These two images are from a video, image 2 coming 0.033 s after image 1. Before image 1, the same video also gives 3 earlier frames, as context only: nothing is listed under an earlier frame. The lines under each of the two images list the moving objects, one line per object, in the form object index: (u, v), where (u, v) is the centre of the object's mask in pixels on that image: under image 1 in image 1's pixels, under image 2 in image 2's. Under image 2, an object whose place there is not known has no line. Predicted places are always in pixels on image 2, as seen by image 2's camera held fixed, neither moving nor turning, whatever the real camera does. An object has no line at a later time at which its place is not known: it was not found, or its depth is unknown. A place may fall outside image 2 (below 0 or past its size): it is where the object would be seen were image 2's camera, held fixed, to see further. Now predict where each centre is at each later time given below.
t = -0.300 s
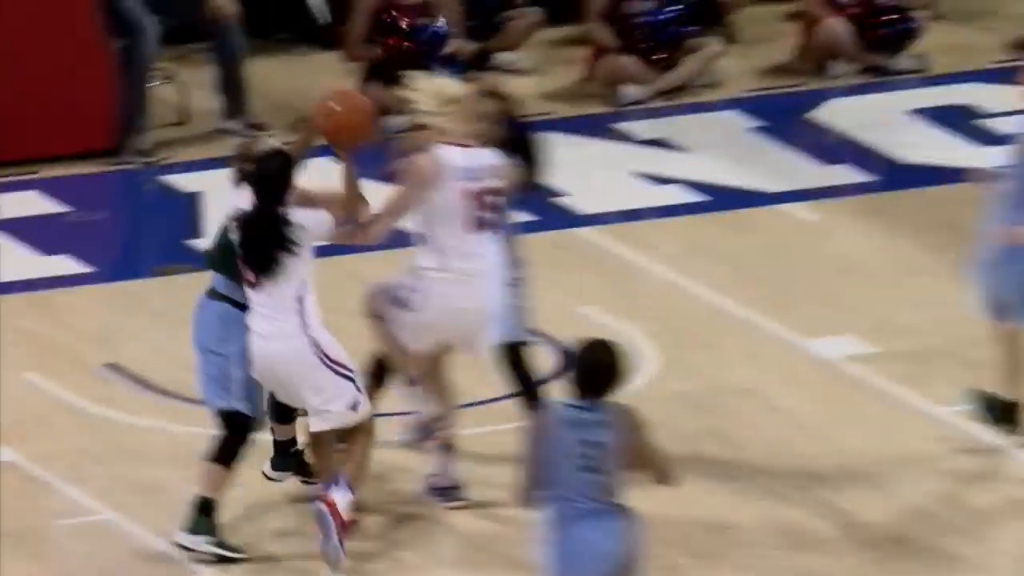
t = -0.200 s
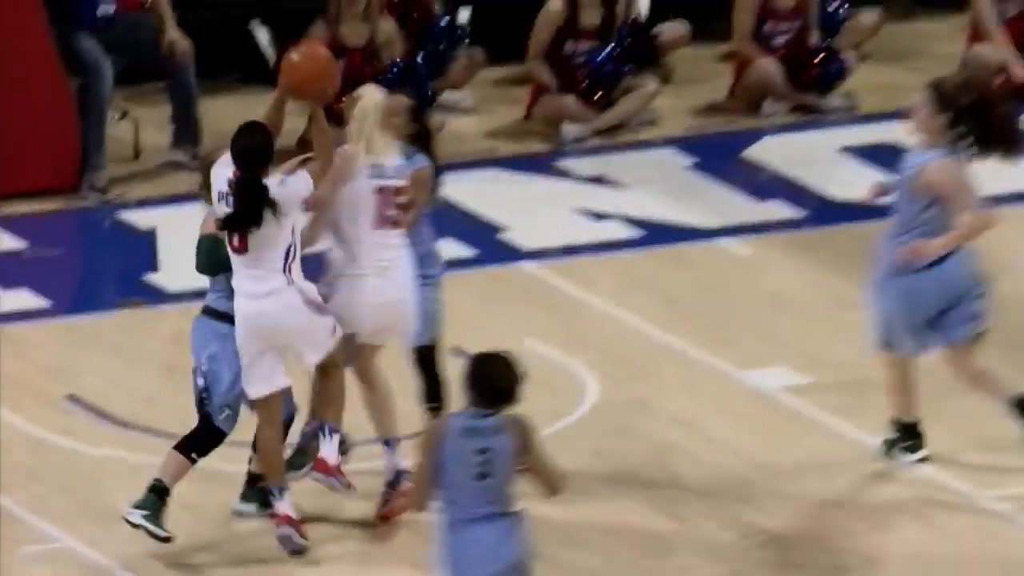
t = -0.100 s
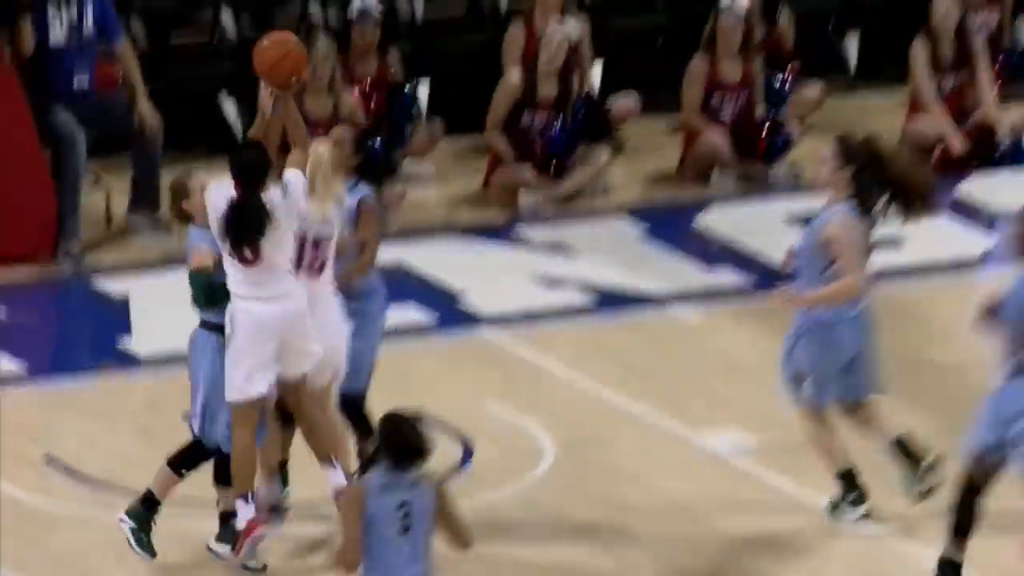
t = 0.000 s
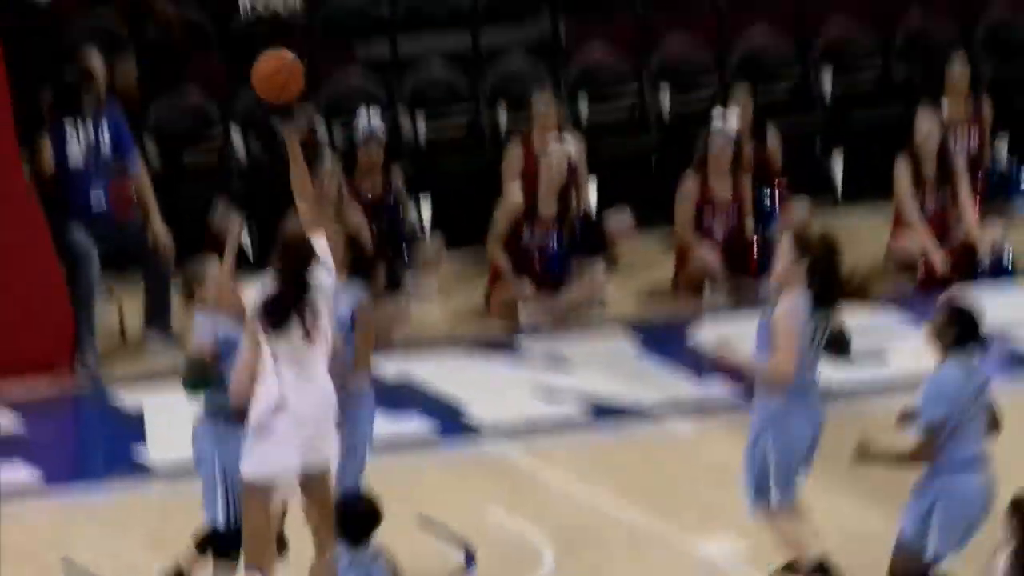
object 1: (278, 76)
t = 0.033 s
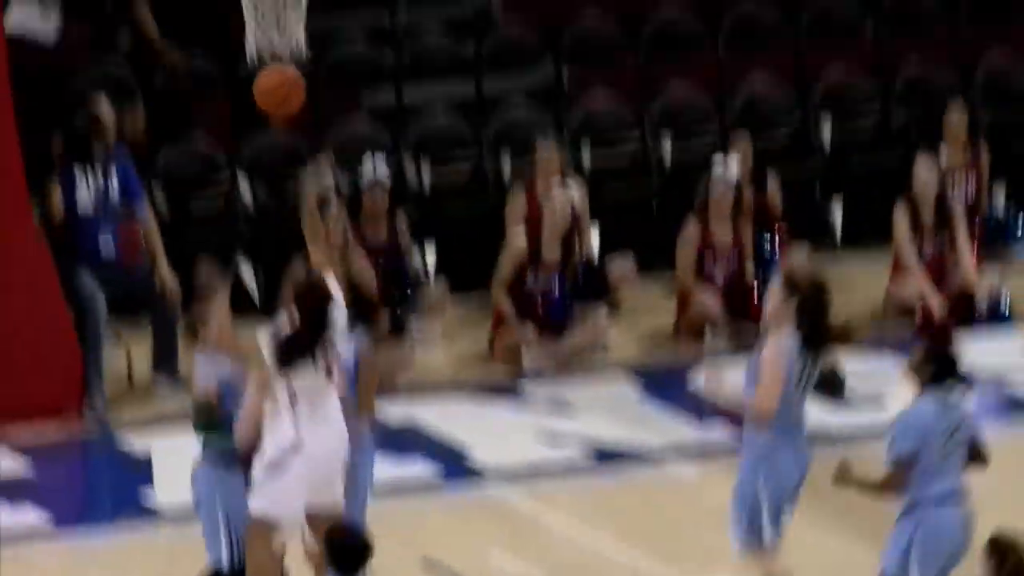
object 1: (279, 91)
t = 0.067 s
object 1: (274, 63)
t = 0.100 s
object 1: (268, 36)
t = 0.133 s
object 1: (261, 9)
